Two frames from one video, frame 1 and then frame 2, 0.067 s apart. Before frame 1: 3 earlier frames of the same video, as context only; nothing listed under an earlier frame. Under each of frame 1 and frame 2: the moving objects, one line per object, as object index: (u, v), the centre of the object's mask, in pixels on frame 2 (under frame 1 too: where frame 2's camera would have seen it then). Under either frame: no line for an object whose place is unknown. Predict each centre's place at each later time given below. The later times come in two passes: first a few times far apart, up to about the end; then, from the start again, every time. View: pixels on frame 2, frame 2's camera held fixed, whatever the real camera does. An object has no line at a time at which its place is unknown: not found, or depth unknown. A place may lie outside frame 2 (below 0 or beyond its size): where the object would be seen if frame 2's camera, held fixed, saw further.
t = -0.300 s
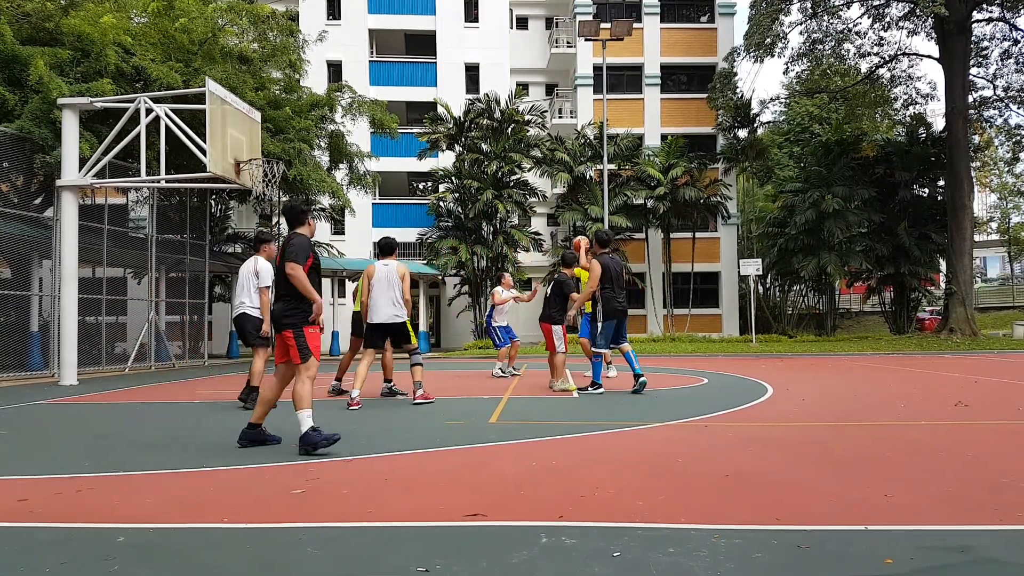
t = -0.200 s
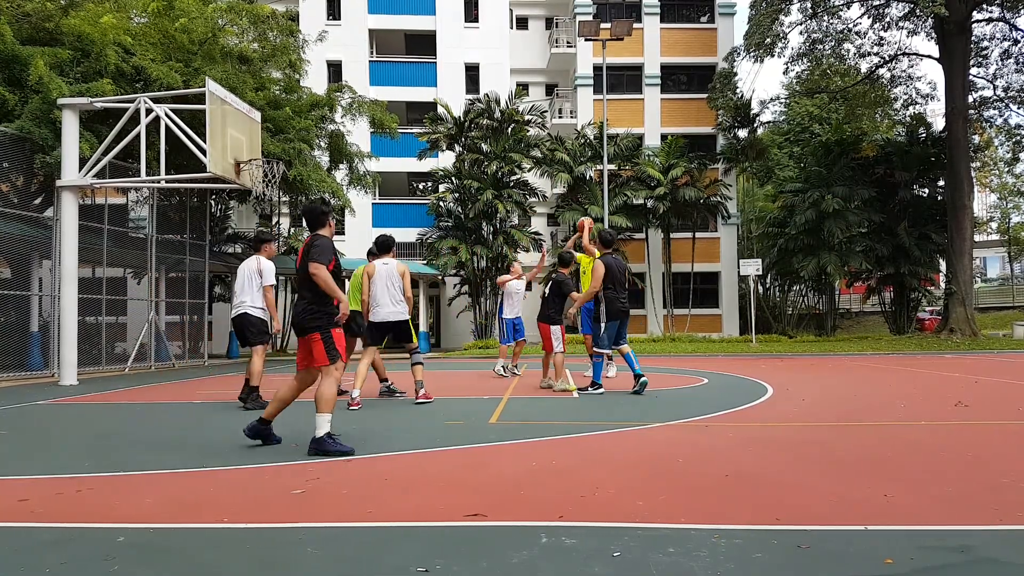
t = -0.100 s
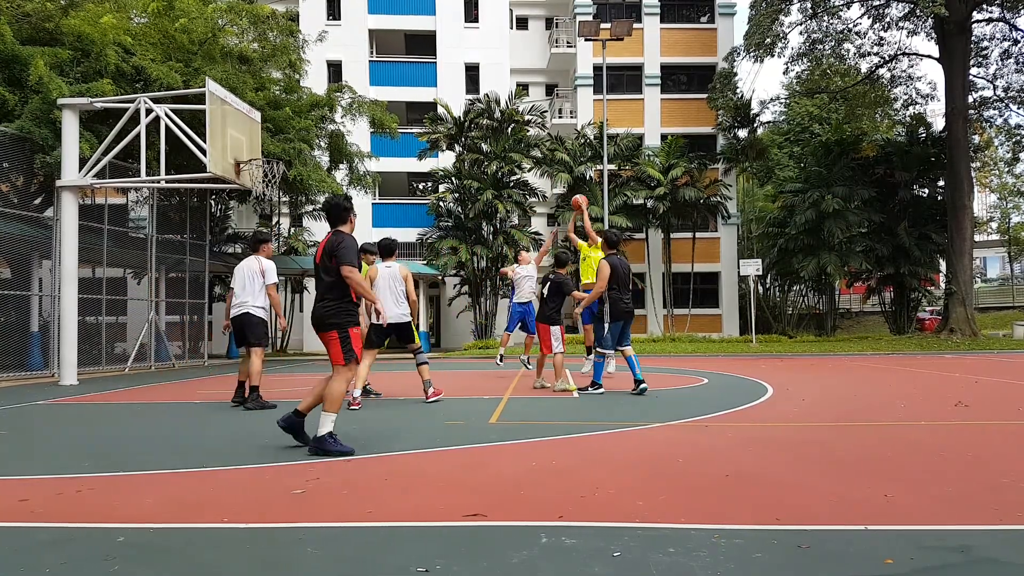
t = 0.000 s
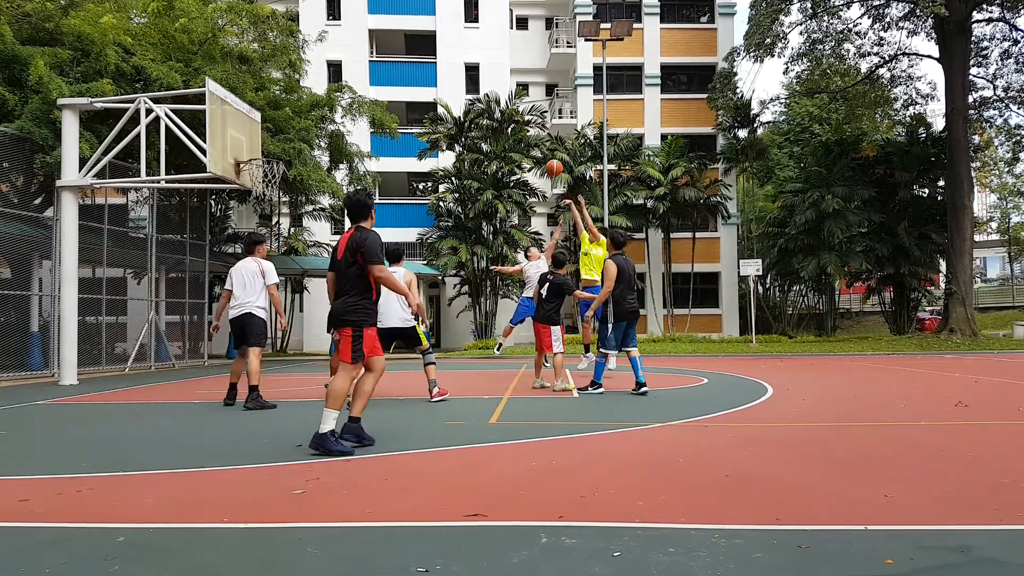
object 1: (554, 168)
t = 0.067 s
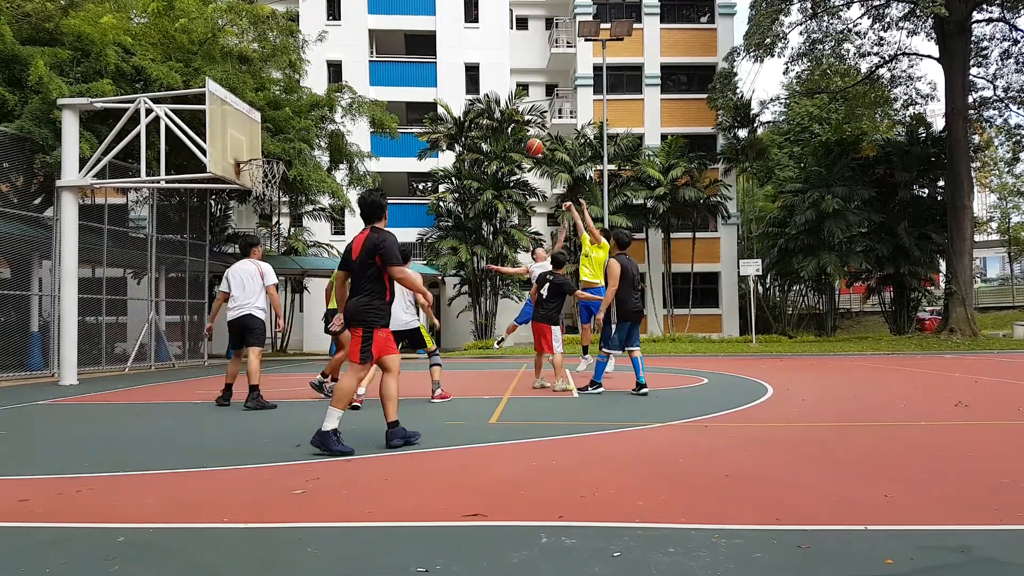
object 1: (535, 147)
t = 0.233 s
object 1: (485, 108)
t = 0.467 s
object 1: (416, 83)
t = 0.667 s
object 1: (357, 93)
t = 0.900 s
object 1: (288, 140)
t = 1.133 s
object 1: (253, 125)
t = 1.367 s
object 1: (245, 116)
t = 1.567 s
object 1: (261, 133)
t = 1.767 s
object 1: (278, 179)
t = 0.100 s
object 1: (525, 138)
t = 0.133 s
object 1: (515, 129)
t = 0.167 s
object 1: (505, 122)
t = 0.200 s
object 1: (495, 114)
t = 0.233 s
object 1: (485, 108)
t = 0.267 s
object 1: (474, 102)
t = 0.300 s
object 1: (465, 97)
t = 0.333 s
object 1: (455, 93)
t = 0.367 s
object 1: (446, 89)
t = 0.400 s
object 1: (436, 87)
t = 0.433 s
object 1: (426, 85)
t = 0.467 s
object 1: (416, 83)
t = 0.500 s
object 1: (407, 83)
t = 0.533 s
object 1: (397, 83)
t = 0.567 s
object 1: (387, 85)
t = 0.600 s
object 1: (377, 86)
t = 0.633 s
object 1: (367, 89)
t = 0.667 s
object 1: (357, 93)
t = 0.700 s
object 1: (347, 97)
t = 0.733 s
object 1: (338, 101)
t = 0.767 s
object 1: (327, 108)
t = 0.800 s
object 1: (318, 115)
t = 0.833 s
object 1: (308, 122)
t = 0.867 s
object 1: (298, 130)
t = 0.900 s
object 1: (288, 140)
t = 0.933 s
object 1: (278, 150)
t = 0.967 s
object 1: (272, 150)
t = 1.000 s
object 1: (268, 143)
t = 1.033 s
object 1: (265, 137)
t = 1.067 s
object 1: (261, 132)
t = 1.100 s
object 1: (257, 128)
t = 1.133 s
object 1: (253, 125)
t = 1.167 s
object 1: (249, 122)
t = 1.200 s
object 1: (245, 120)
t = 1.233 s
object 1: (241, 118)
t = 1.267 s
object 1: (237, 118)
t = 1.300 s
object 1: (239, 117)
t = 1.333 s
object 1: (242, 116)
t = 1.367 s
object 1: (245, 116)
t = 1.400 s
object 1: (247, 117)
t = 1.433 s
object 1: (250, 119)
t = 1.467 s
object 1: (252, 121)
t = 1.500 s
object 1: (255, 124)
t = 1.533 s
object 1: (258, 128)
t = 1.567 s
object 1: (261, 133)
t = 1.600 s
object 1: (264, 139)
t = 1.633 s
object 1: (266, 145)
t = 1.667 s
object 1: (269, 152)
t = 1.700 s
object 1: (272, 161)
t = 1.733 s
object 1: (275, 170)
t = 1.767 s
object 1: (278, 179)
